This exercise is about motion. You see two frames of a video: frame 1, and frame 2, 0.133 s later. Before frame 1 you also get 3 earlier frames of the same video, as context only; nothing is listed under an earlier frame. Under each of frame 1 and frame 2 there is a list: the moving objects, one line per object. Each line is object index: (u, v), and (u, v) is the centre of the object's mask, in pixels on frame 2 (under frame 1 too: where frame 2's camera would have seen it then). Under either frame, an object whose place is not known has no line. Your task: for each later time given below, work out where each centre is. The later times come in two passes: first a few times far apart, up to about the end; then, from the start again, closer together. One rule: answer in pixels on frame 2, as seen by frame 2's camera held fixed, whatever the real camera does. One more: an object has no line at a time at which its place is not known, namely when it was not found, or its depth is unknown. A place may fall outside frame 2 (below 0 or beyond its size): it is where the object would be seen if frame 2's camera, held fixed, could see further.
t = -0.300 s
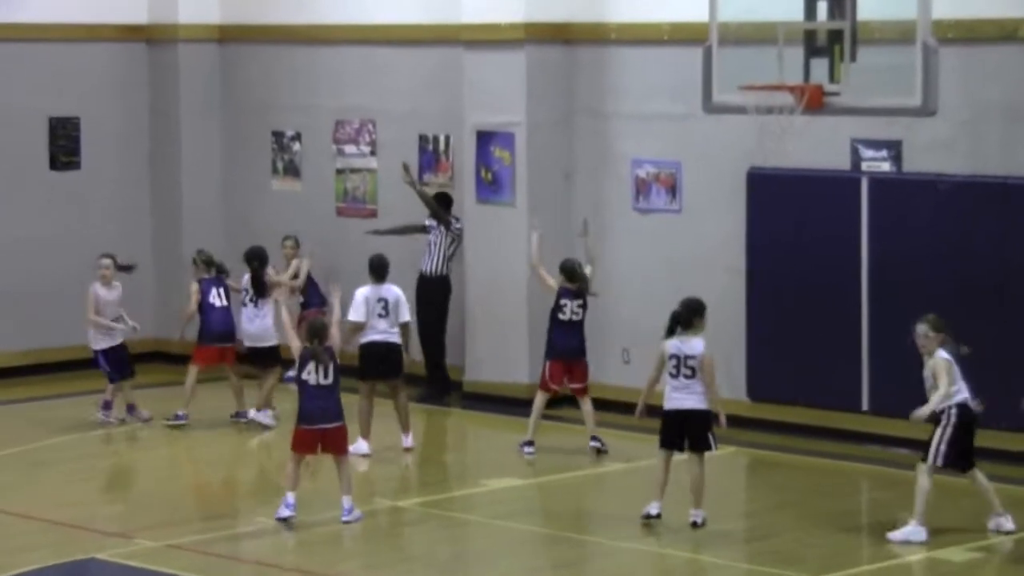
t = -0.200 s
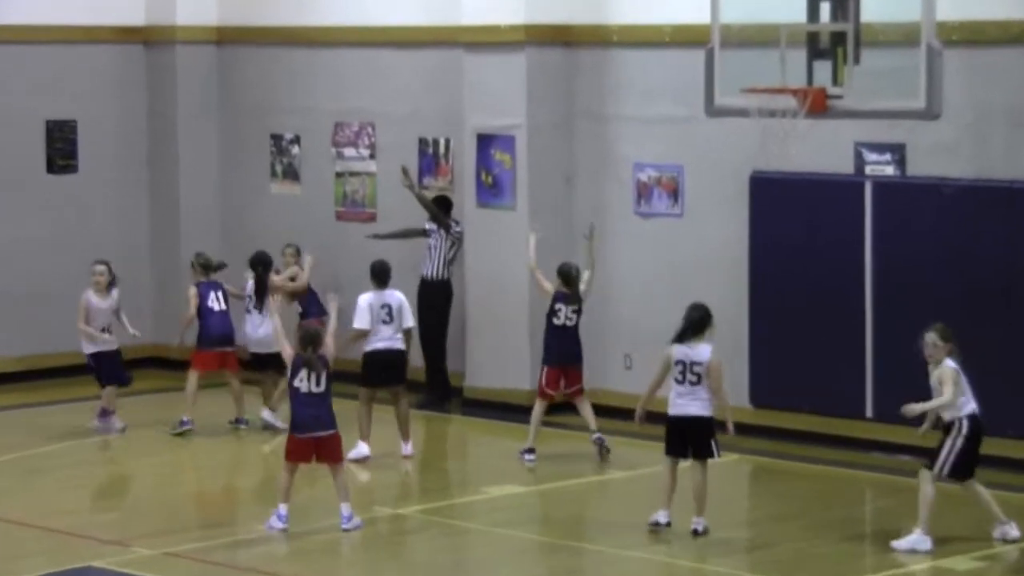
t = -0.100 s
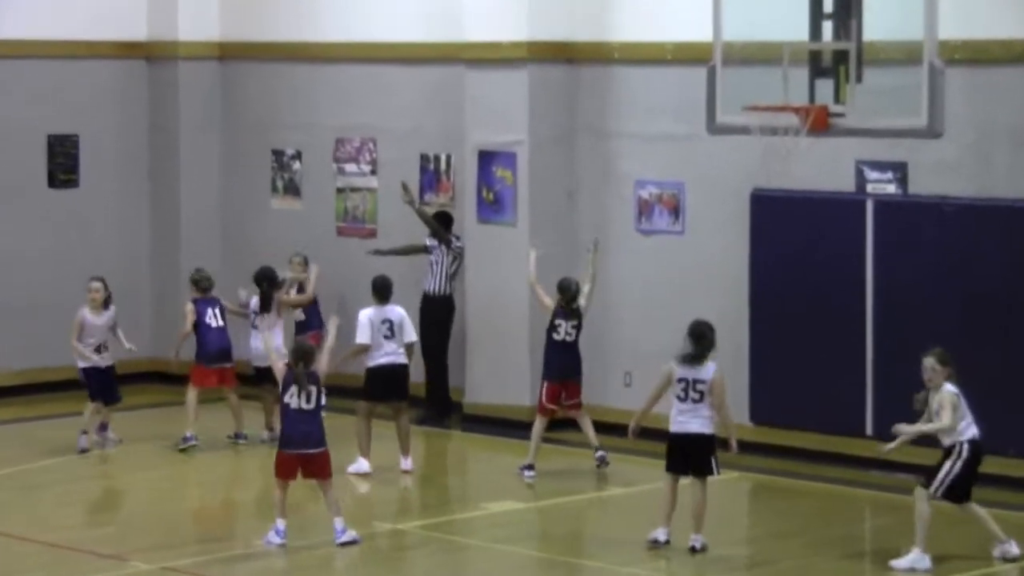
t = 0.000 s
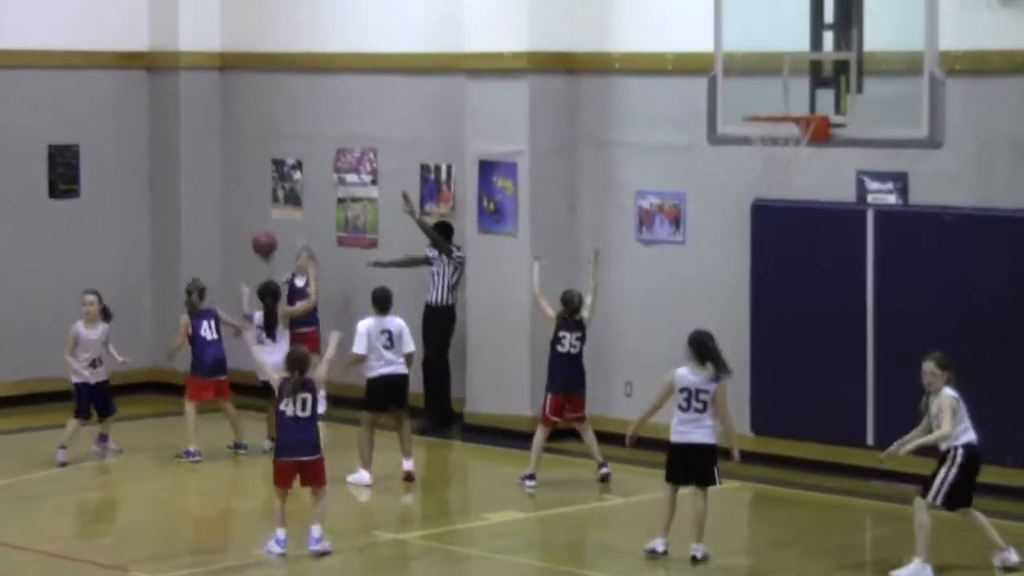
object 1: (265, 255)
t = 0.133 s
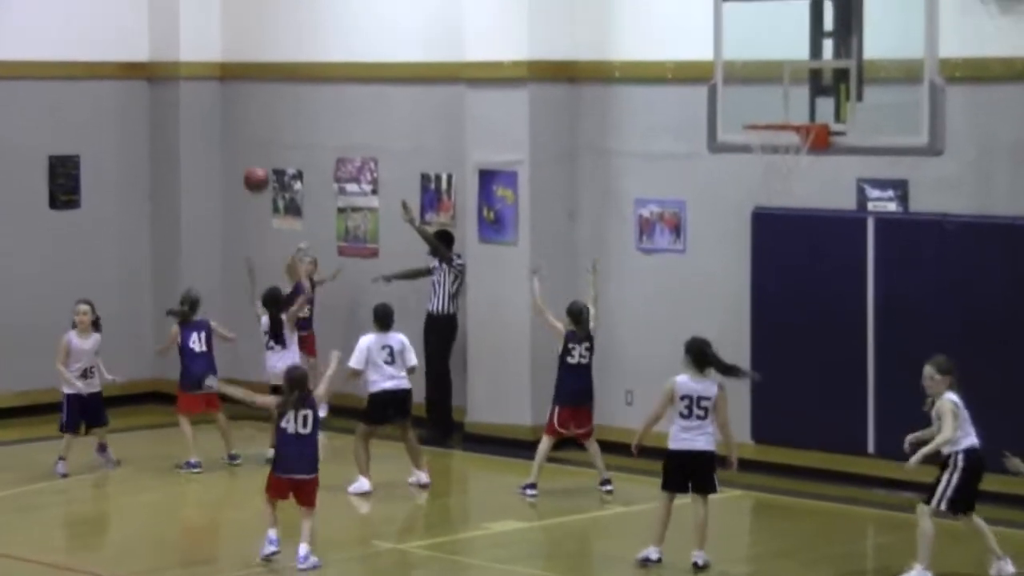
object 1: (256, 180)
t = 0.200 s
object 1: (252, 148)
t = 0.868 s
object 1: (215, 117)
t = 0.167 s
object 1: (254, 164)
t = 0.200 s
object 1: (252, 148)
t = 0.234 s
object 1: (250, 134)
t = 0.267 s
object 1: (248, 122)
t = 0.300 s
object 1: (247, 110)
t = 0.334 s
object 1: (245, 99)
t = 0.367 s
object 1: (243, 89)
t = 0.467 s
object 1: (237, 69)
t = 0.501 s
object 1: (235, 65)
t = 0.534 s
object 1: (234, 62)
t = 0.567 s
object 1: (232, 60)
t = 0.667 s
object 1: (227, 64)
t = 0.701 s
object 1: (225, 68)
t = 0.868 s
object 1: (215, 117)
